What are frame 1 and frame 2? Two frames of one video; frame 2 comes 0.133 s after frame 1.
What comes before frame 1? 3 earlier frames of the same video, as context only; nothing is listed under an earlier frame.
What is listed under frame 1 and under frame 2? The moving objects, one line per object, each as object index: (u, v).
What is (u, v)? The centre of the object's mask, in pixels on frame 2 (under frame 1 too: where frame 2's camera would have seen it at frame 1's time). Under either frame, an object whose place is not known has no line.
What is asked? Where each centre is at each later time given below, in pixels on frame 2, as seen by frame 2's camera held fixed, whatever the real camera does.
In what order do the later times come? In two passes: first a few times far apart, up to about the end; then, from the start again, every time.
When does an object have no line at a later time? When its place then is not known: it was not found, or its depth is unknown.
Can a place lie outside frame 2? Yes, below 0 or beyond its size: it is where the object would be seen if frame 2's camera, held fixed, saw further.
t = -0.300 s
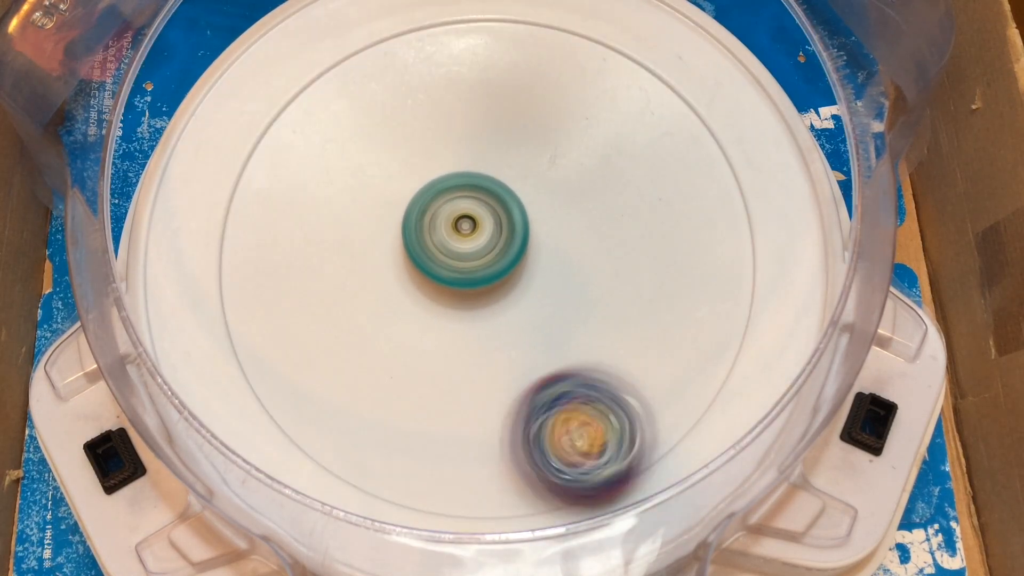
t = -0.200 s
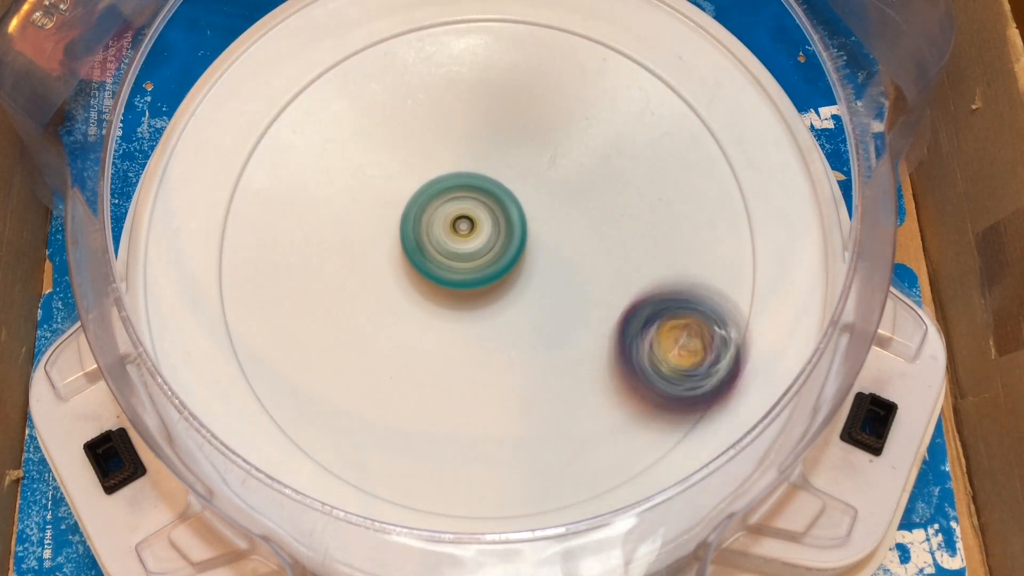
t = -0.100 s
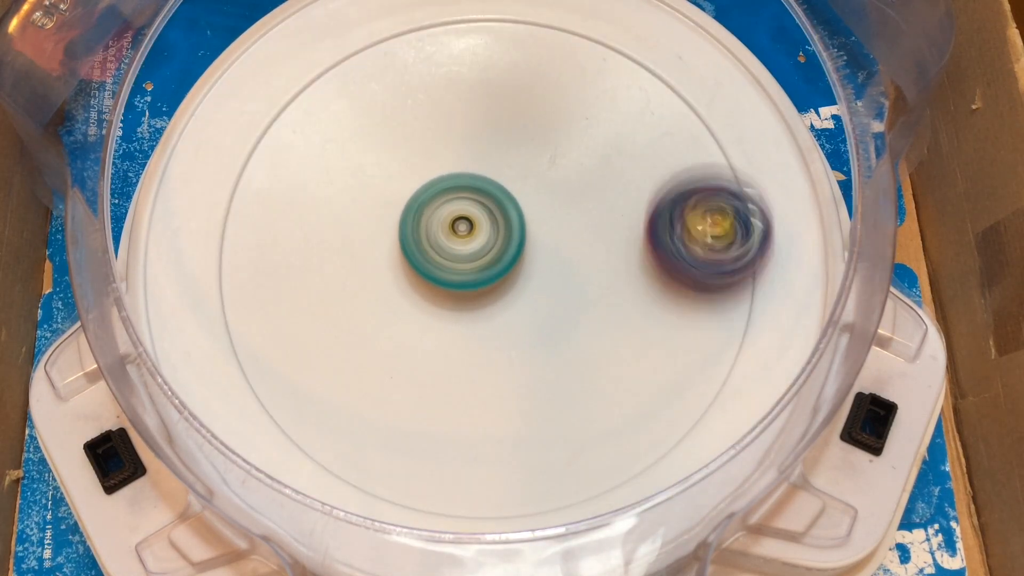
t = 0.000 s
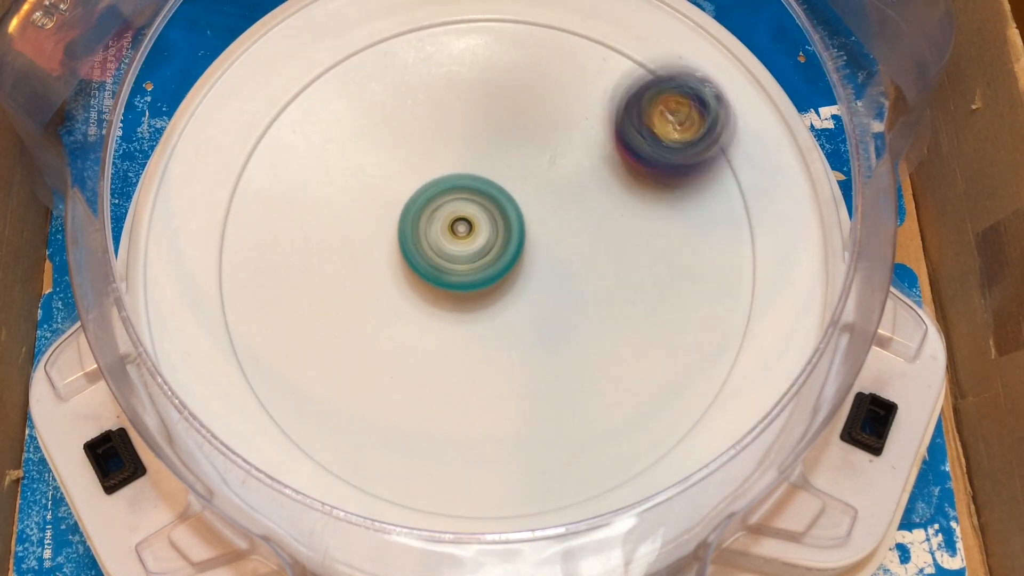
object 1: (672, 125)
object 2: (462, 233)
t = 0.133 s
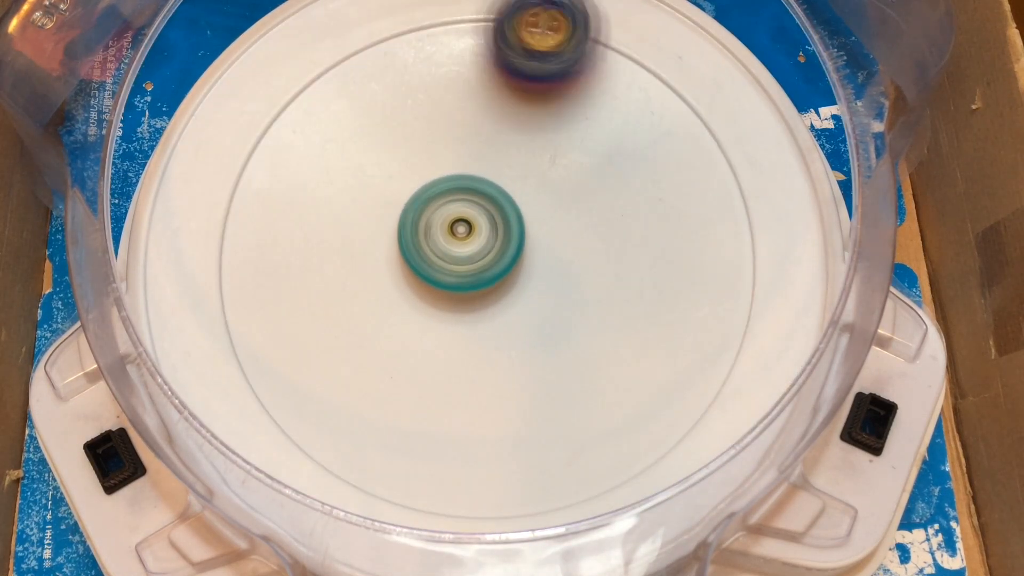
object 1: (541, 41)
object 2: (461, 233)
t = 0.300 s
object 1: (346, 71)
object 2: (462, 234)
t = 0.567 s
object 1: (298, 373)
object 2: (466, 230)
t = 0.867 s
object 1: (654, 371)
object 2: (471, 226)
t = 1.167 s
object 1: (593, 76)
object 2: (471, 226)
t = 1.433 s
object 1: (309, 116)
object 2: (471, 228)
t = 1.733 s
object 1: (381, 423)
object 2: (470, 230)
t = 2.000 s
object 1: (667, 317)
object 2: (465, 233)
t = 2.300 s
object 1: (546, 61)
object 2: (462, 234)
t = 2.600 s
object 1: (282, 197)
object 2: (461, 233)
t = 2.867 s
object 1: (445, 423)
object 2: (464, 231)
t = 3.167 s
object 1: (673, 241)
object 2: (468, 228)
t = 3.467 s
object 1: (463, 68)
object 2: (470, 228)
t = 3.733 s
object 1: (286, 246)
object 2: (470, 228)
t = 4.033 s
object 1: (528, 408)
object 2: (468, 230)
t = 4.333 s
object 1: (637, 171)
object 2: (464, 232)
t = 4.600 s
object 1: (419, 81)
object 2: (462, 233)
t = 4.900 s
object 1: (322, 322)
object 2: (462, 234)
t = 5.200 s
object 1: (601, 359)
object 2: (464, 233)
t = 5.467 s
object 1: (610, 142)
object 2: (467, 232)
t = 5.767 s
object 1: (358, 131)
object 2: (469, 231)
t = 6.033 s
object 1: (352, 355)
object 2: (469, 230)
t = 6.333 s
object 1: (615, 325)
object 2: (468, 230)
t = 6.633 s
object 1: (551, 109)
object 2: (467, 230)
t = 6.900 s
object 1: (341, 154)
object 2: (465, 231)
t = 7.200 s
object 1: (418, 380)
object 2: (465, 231)
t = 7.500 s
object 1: (635, 269)
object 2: (468, 230)
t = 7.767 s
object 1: (525, 106)
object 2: (470, 229)
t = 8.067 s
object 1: (327, 215)
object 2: (469, 230)
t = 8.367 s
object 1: (479, 387)
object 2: (468, 229)
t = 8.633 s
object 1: (624, 244)
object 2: (467, 230)
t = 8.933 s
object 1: (470, 103)
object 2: (466, 229)
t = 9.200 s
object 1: (329, 236)
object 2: (467, 229)
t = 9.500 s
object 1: (506, 376)
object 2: (468, 229)
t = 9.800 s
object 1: (615, 203)
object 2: (469, 229)
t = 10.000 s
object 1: (507, 114)
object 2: (469, 230)
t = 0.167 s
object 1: (502, 38)
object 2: (461, 233)
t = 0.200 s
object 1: (460, 36)
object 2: (461, 234)
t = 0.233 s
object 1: (418, 41)
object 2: (461, 234)
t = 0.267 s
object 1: (382, 50)
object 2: (462, 234)
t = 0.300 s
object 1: (346, 71)
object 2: (462, 234)
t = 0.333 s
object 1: (312, 99)
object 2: (462, 234)
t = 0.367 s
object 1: (286, 131)
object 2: (462, 234)
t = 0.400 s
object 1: (268, 168)
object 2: (463, 233)
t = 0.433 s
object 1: (256, 208)
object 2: (463, 233)
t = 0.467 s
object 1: (252, 250)
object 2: (464, 232)
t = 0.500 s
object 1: (257, 295)
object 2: (465, 232)
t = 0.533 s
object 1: (273, 335)
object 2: (465, 231)
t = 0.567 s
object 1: (298, 373)
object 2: (466, 230)
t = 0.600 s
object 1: (329, 404)
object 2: (467, 230)
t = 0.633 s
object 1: (367, 428)
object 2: (467, 229)
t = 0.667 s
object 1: (409, 444)
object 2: (468, 228)
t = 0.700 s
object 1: (459, 452)
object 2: (469, 228)
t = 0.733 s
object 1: (507, 451)
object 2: (469, 227)
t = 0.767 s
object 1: (551, 443)
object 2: (469, 227)
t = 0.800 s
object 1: (590, 425)
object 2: (470, 227)
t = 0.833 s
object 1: (627, 401)
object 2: (470, 226)
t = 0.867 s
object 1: (654, 371)
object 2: (471, 226)
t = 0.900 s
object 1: (677, 338)
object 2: (471, 226)
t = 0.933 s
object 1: (690, 300)
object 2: (471, 226)
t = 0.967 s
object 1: (696, 265)
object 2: (471, 225)
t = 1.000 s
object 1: (694, 228)
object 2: (471, 225)
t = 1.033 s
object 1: (686, 192)
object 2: (471, 225)
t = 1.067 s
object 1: (671, 158)
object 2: (471, 225)
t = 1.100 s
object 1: (650, 127)
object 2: (471, 225)
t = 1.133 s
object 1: (624, 100)
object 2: (471, 226)
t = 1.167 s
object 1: (593, 76)
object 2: (471, 226)
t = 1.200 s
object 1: (559, 58)
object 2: (471, 226)
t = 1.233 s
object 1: (522, 49)
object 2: (471, 226)
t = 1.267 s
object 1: (483, 46)
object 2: (471, 227)
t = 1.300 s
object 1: (443, 47)
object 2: (471, 227)
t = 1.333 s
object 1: (404, 54)
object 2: (471, 227)
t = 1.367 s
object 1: (370, 69)
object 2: (471, 227)
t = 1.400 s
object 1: (337, 90)
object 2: (471, 228)
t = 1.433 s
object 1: (309, 116)
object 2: (471, 228)
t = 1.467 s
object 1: (285, 150)
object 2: (471, 228)
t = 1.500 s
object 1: (267, 187)
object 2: (471, 228)
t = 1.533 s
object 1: (259, 225)
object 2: (471, 229)
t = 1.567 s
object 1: (259, 266)
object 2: (471, 229)
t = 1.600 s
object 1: (268, 305)
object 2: (471, 229)
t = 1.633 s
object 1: (286, 343)
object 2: (471, 229)
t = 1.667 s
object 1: (312, 377)
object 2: (471, 230)
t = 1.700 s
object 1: (343, 403)
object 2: (470, 230)
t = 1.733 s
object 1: (381, 423)
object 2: (470, 230)
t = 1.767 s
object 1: (427, 434)
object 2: (469, 230)
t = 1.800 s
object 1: (473, 438)
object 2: (468, 231)
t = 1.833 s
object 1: (515, 435)
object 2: (468, 231)
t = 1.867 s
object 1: (557, 423)
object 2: (467, 231)
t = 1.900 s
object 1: (594, 402)
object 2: (467, 232)
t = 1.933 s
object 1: (623, 377)
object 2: (466, 232)
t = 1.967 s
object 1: (648, 349)
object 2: (465, 233)
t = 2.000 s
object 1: (667, 317)
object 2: (465, 233)
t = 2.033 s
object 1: (678, 282)
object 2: (464, 233)
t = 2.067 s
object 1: (682, 247)
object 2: (464, 234)
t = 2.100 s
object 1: (678, 212)
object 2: (463, 234)
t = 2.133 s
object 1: (670, 180)
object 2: (463, 234)
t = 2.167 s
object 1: (654, 150)
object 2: (463, 234)
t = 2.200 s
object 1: (634, 122)
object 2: (462, 234)
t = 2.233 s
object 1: (609, 97)
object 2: (462, 234)
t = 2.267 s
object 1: (580, 78)
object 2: (462, 234)
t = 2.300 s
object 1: (546, 61)
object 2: (462, 234)
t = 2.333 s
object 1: (511, 52)
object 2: (462, 234)
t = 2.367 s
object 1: (473, 50)
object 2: (461, 234)
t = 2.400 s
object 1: (437, 53)
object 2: (461, 234)
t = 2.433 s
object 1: (401, 63)
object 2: (461, 234)
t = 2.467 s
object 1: (369, 80)
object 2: (461, 234)
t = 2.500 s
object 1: (339, 100)
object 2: (461, 234)
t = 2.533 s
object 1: (315, 128)
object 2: (461, 234)
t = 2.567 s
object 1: (295, 160)
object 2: (461, 234)
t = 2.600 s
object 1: (282, 197)
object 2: (461, 233)
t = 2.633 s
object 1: (276, 236)
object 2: (461, 233)
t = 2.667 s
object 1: (278, 271)
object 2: (462, 233)
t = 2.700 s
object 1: (288, 309)
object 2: (462, 233)
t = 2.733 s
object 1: (306, 344)
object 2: (462, 232)
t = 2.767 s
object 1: (332, 373)
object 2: (463, 232)
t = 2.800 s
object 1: (364, 396)
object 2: (463, 232)
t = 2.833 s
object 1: (406, 414)
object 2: (463, 231)
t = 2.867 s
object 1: (445, 423)
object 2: (464, 231)
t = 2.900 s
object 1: (485, 425)
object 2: (464, 231)
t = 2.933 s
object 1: (527, 422)
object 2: (465, 230)
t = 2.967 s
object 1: (564, 409)
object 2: (465, 230)
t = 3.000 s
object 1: (597, 392)
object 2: (466, 229)
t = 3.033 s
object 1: (625, 368)
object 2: (466, 229)
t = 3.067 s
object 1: (647, 339)
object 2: (467, 229)
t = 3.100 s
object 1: (662, 308)
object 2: (467, 229)
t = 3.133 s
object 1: (671, 275)
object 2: (468, 228)
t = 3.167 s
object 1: (673, 241)
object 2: (468, 228)
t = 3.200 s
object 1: (668, 209)
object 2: (468, 228)
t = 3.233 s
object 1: (657, 177)
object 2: (468, 228)
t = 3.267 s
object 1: (642, 151)
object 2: (468, 228)
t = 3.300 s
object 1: (620, 125)
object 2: (469, 228)
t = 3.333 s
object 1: (594, 103)
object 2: (469, 228)
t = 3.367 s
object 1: (564, 88)
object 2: (469, 228)
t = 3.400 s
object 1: (531, 76)
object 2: (469, 228)
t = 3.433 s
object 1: (496, 70)
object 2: (469, 228)
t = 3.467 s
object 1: (463, 68)
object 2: (470, 228)
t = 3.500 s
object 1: (428, 73)
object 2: (470, 228)
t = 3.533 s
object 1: (396, 83)
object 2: (470, 228)
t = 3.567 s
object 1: (367, 100)
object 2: (470, 228)
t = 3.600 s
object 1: (340, 122)
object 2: (470, 228)
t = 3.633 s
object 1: (318, 148)
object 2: (470, 228)
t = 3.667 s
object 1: (300, 180)
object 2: (470, 228)
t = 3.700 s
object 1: (290, 212)
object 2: (470, 228)
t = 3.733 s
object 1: (286, 246)
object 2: (470, 228)
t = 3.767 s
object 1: (290, 285)
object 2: (470, 228)
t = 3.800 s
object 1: (301, 320)
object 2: (470, 229)
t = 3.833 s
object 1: (320, 349)
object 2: (470, 229)
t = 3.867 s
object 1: (345, 375)
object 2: (470, 229)
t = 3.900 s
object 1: (377, 395)
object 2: (469, 229)
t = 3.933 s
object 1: (413, 408)
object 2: (469, 229)
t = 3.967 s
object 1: (453, 415)
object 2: (469, 229)
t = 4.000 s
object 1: (491, 415)
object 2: (469, 229)
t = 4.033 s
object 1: (528, 408)
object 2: (468, 230)
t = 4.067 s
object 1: (562, 394)
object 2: (468, 230)
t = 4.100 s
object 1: (593, 374)
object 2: (468, 230)
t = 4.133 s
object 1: (618, 350)
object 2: (467, 230)
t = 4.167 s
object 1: (636, 322)
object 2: (467, 231)
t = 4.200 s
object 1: (649, 291)
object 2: (466, 231)
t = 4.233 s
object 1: (654, 261)
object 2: (466, 231)
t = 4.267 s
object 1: (654, 230)
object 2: (465, 231)
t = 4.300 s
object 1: (648, 199)
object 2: (465, 232)
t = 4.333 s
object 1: (637, 171)
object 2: (464, 232)
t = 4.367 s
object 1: (621, 146)
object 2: (464, 232)
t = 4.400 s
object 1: (600, 122)
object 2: (464, 232)
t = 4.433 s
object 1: (574, 102)
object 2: (463, 232)
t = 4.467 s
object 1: (546, 89)
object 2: (463, 232)
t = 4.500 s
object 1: (515, 79)
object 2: (463, 233)
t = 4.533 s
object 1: (483, 75)
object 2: (462, 233)
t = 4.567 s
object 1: (450, 75)
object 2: (462, 233)
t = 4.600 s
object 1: (419, 81)
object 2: (462, 233)
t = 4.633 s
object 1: (388, 95)
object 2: (462, 233)
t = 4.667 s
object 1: (361, 112)
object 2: (461, 233)
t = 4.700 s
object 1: (337, 135)
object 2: (461, 233)
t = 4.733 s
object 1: (319, 161)
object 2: (461, 233)
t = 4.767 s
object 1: (307, 190)
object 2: (461, 233)
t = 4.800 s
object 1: (300, 223)
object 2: (462, 233)
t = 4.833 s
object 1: (301, 256)
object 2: (462, 233)
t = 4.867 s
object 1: (308, 289)
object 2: (462, 234)
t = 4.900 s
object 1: (322, 322)
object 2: (462, 234)
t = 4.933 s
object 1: (342, 349)
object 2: (462, 234)
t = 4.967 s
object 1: (369, 372)
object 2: (462, 234)
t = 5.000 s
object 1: (400, 388)
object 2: (462, 234)
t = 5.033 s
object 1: (435, 399)
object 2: (463, 234)
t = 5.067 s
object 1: (471, 402)
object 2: (463, 234)
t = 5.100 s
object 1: (507, 402)
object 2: (463, 234)
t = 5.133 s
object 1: (542, 393)
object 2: (464, 234)
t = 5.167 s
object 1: (573, 379)
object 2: (464, 233)
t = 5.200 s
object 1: (601, 359)
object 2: (464, 233)
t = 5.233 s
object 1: (624, 334)
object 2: (465, 233)
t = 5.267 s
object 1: (639, 306)
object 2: (465, 233)
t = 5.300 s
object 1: (648, 279)
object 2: (466, 233)
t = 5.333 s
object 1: (652, 250)
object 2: (466, 232)
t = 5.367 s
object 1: (649, 221)
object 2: (466, 232)
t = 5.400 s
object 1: (641, 192)
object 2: (466, 232)
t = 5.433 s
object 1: (629, 166)
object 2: (467, 232)
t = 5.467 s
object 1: (610, 142)
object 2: (467, 232)
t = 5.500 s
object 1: (588, 122)
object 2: (468, 231)
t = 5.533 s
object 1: (562, 106)
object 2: (468, 231)
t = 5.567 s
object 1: (534, 93)
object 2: (468, 231)
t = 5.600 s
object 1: (504, 87)
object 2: (468, 231)
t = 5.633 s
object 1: (473, 86)
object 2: (469, 231)
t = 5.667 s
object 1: (441, 89)
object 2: (469, 231)
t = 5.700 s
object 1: (411, 99)
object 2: (469, 231)
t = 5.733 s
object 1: (383, 113)
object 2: (469, 231)
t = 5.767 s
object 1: (358, 131)
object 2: (469, 231)
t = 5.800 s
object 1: (337, 154)
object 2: (469, 230)
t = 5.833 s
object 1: (322, 181)
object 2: (469, 230)
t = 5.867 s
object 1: (312, 209)
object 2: (469, 230)
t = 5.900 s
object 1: (307, 241)
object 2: (469, 230)
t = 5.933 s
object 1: (309, 270)
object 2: (469, 230)
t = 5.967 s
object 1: (317, 301)
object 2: (469, 230)
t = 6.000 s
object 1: (332, 330)
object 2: (469, 230)
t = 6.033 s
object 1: (352, 355)
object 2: (469, 230)
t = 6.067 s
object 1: (379, 377)
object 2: (469, 230)
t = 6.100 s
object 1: (410, 389)
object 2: (469, 230)
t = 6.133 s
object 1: (444, 396)
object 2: (469, 230)
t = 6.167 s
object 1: (480, 400)
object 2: (469, 230)
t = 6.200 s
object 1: (513, 395)
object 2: (469, 230)
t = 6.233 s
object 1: (543, 385)
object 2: (469, 230)
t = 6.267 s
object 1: (571, 370)
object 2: (469, 230)
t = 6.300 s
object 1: (597, 349)
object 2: (469, 230)
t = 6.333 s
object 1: (615, 325)
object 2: (468, 230)
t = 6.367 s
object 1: (628, 298)
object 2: (468, 230)
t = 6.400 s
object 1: (636, 271)
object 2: (468, 230)
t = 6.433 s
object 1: (637, 245)
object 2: (468, 230)
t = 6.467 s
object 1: (634, 216)
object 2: (468, 230)
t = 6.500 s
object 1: (627, 190)
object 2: (468, 230)
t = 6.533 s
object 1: (613, 165)
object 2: (467, 230)
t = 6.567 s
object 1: (596, 143)
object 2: (467, 230)
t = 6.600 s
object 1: (575, 124)
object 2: (467, 230)
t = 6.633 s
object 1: (551, 109)
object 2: (467, 230)
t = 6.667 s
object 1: (524, 97)
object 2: (466, 230)
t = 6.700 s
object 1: (495, 91)
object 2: (466, 230)
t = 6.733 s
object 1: (467, 90)
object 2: (466, 230)
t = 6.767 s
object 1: (437, 93)
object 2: (466, 230)
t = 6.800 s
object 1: (408, 101)
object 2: (466, 230)
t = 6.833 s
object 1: (383, 115)
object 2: (465, 231)
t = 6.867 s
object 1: (360, 132)
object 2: (465, 231)
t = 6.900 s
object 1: (341, 154)
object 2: (465, 231)
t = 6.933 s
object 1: (327, 180)
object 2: (465, 231)
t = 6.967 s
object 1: (317, 208)
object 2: (465, 231)
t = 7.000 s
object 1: (314, 238)
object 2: (465, 231)
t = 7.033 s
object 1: (317, 268)
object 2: (465, 231)
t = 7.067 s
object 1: (327, 297)
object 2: (465, 231)
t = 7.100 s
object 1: (341, 323)
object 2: (464, 231)
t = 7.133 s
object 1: (362, 347)
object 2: (464, 231)
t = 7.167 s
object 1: (387, 368)
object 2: (465, 231)
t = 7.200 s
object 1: (418, 380)
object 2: (465, 231)
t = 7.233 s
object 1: (450, 387)
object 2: (465, 231)
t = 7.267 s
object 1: (484, 390)
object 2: (465, 230)
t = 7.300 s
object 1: (516, 385)
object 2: (466, 230)
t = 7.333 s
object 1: (545, 377)
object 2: (466, 230)
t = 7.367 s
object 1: (572, 362)
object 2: (466, 230)
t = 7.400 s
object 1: (596, 343)
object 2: (467, 230)
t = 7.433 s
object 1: (613, 320)
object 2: (467, 230)
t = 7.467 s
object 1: (627, 294)
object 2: (467, 230)
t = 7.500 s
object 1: (635, 269)
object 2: (468, 230)
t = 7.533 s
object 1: (636, 243)
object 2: (468, 230)
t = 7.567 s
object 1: (632, 216)
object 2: (468, 230)
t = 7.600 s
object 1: (624, 190)
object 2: (469, 230)
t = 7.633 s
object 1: (611, 168)
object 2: (469, 230)
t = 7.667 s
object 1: (594, 146)
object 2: (469, 230)
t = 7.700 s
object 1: (575, 130)
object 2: (469, 229)
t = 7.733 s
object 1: (551, 114)
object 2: (469, 229)
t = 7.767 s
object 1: (525, 106)
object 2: (470, 229)
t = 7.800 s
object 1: (496, 100)
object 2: (470, 229)
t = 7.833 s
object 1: (468, 100)
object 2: (470, 229)
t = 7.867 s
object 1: (440, 104)
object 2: (469, 229)
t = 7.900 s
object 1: (412, 113)
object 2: (469, 229)
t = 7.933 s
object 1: (387, 127)
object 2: (469, 229)
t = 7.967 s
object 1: (366, 144)
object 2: (469, 229)
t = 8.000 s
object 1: (348, 165)
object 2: (469, 229)
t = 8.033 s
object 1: (335, 189)
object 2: (469, 230)
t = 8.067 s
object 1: (327, 215)
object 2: (469, 230)
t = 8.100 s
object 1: (323, 243)
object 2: (469, 230)
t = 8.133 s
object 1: (324, 272)
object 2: (469, 229)
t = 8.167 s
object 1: (332, 299)
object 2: (469, 229)
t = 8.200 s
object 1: (346, 324)
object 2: (469, 229)
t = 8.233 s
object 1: (365, 348)
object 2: (469, 229)
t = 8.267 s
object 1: (390, 366)
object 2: (469, 229)
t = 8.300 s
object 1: (418, 380)
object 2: (468, 229)
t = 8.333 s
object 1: (449, 387)
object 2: (468, 229)
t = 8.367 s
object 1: (479, 387)
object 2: (468, 229)
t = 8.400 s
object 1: (510, 383)
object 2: (468, 229)
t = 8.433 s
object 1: (539, 373)
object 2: (468, 229)
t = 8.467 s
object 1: (563, 359)
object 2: (468, 230)
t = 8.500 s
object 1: (587, 340)
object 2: (468, 230)
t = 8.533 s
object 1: (604, 318)
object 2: (468, 230)
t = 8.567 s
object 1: (615, 294)
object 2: (467, 230)
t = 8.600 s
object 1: (622, 269)
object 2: (467, 230)
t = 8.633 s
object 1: (624, 244)
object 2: (467, 230)
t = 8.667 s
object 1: (621, 221)
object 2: (467, 230)
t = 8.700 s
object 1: (614, 196)
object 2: (467, 230)
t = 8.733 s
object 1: (602, 173)
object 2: (467, 229)
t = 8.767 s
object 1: (587, 151)
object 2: (466, 229)
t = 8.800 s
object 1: (568, 134)
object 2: (466, 229)
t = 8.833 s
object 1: (547, 120)
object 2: (466, 229)
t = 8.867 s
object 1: (522, 110)
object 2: (466, 229)
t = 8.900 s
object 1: (496, 104)
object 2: (466, 229)
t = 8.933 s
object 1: (470, 103)
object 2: (466, 229)
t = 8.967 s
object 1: (442, 106)
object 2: (466, 229)
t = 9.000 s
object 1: (416, 113)
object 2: (466, 229)
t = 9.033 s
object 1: (391, 125)
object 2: (466, 229)
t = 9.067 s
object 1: (371, 142)
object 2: (467, 229)
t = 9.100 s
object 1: (354, 162)
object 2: (467, 229)
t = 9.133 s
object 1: (341, 184)
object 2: (467, 229)
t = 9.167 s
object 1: (333, 209)
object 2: (467, 229)
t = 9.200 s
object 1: (329, 236)
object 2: (467, 229)
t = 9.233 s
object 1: (332, 264)
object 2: (467, 229)
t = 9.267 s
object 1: (340, 289)
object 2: (467, 229)
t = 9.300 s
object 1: (354, 315)
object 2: (467, 229)
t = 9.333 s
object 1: (371, 335)
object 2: (468, 230)
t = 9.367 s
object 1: (393, 354)
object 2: (468, 230)
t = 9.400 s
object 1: (418, 368)
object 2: (468, 229)
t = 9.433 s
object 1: (446, 376)
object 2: (468, 229)
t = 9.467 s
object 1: (476, 378)
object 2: (468, 229)
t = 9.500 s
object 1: (506, 376)
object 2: (468, 229)
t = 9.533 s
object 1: (535, 368)
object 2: (468, 229)
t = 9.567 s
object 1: (559, 356)
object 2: (468, 229)
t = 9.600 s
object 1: (581, 339)
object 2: (468, 229)
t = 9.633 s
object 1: (599, 321)
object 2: (468, 229)
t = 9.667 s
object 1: (611, 298)
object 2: (469, 229)
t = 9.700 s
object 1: (620, 276)
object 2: (469, 229)
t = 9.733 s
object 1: (623, 251)
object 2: (469, 229)
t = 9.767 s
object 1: (621, 228)
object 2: (469, 229)
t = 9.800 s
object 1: (615, 203)
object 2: (469, 229)
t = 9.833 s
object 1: (606, 183)
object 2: (469, 229)
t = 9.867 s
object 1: (591, 162)
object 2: (469, 229)
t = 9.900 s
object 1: (574, 144)
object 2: (469, 229)
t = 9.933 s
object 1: (554, 131)
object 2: (469, 229)
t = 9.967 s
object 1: (531, 121)
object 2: (469, 229)
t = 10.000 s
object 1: (507, 114)
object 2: (469, 230)
